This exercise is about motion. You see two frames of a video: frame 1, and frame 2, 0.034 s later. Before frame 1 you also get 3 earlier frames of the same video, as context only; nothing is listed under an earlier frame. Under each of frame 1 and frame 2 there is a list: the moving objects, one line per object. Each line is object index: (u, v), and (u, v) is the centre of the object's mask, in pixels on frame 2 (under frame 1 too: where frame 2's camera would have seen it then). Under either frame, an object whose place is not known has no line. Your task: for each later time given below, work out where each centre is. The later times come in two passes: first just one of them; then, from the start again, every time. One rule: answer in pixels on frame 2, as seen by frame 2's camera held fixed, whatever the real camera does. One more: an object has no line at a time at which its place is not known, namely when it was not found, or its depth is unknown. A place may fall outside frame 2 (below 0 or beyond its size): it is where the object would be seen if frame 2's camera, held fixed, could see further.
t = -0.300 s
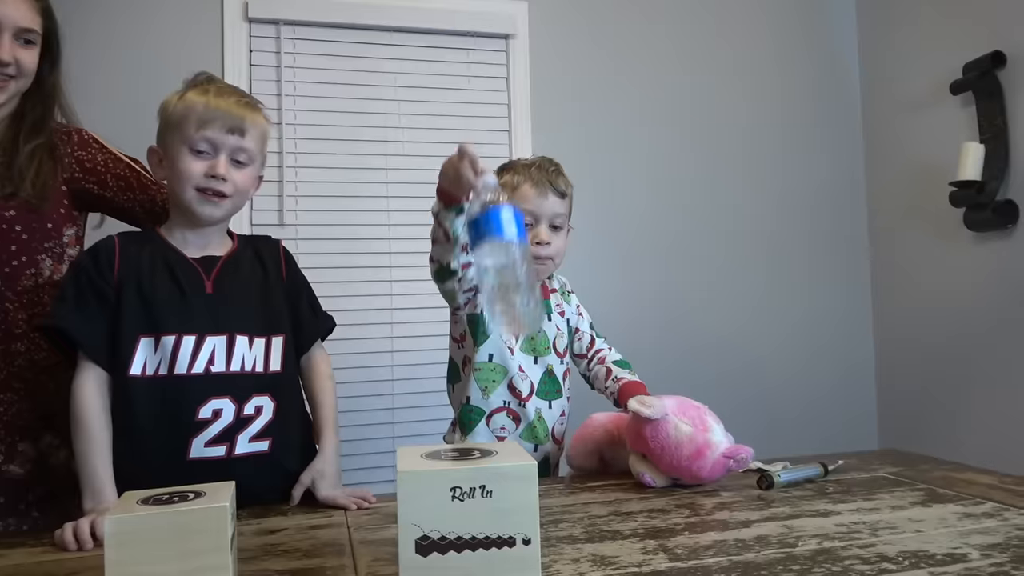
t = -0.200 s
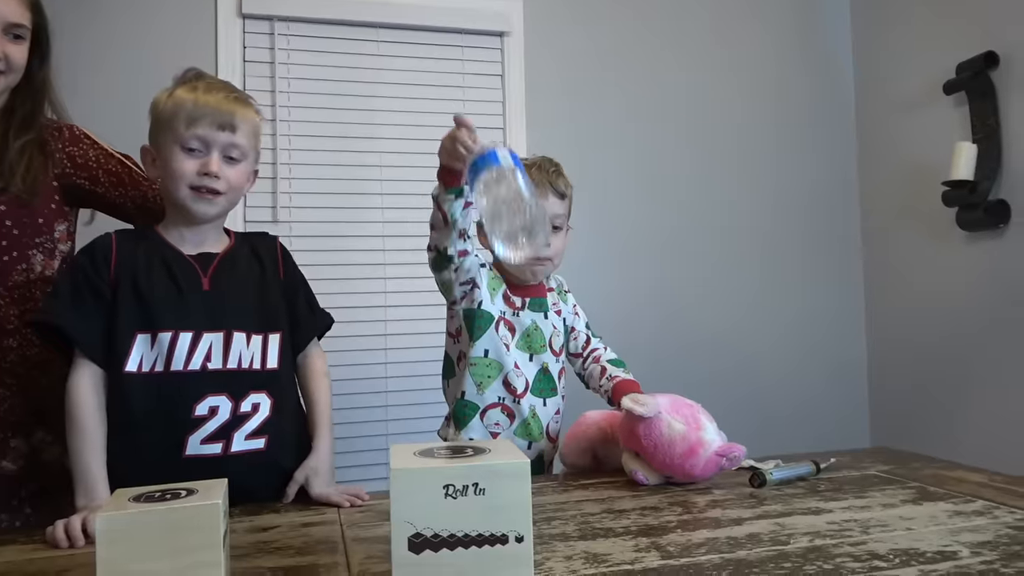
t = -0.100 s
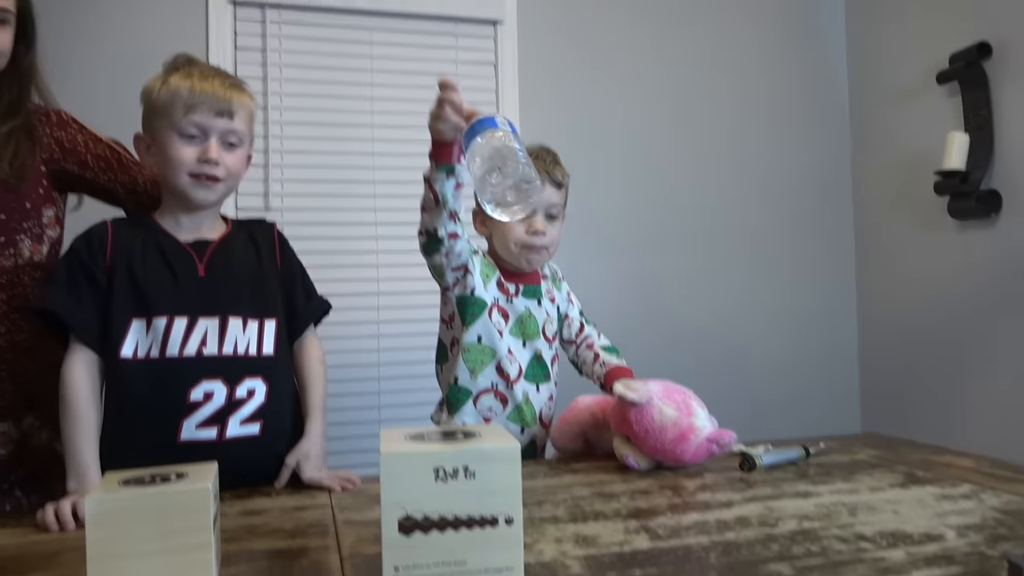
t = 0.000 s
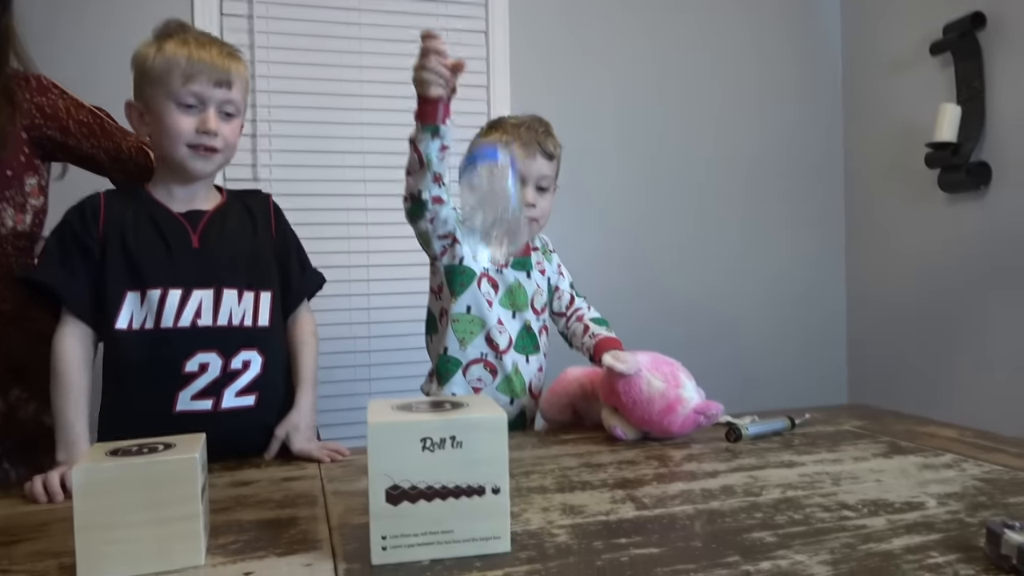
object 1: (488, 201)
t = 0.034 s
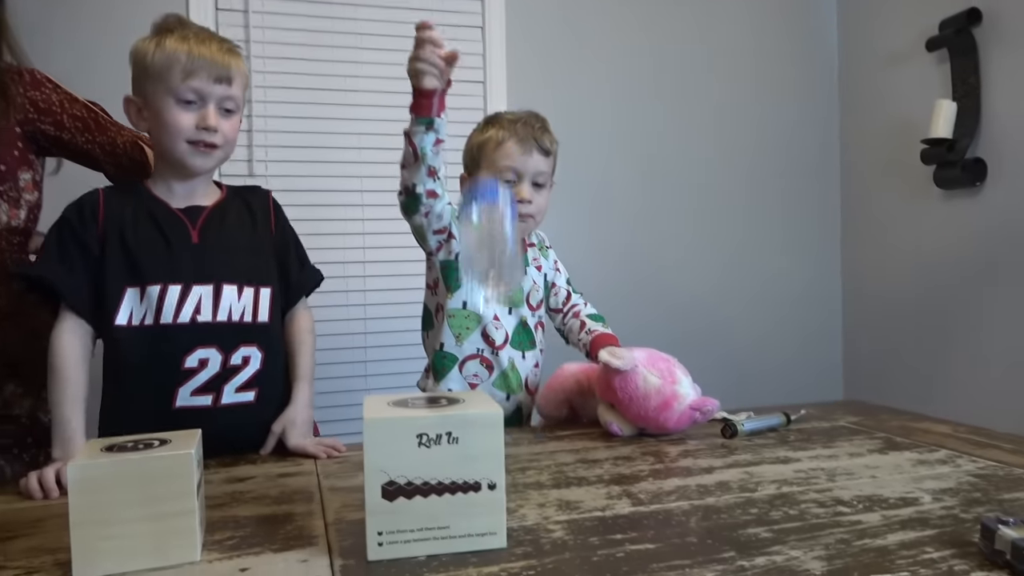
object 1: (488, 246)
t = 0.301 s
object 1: (636, 467)
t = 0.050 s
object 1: (490, 274)
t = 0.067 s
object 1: (492, 302)
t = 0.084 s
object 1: (495, 336)
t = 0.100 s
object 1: (502, 356)
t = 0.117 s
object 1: (516, 372)
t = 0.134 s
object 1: (532, 378)
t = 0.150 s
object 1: (542, 387)
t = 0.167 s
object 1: (551, 398)
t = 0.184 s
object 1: (561, 414)
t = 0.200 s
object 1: (575, 426)
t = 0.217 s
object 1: (587, 440)
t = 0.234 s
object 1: (599, 455)
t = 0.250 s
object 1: (610, 469)
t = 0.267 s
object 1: (620, 469)
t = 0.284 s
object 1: (628, 467)
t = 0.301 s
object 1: (636, 467)
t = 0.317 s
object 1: (644, 466)
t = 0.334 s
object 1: (652, 465)
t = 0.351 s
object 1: (658, 464)
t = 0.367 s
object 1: (665, 462)
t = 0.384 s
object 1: (671, 461)
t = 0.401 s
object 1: (676, 459)
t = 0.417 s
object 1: (682, 458)
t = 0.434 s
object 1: (688, 456)
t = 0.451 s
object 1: (692, 455)
